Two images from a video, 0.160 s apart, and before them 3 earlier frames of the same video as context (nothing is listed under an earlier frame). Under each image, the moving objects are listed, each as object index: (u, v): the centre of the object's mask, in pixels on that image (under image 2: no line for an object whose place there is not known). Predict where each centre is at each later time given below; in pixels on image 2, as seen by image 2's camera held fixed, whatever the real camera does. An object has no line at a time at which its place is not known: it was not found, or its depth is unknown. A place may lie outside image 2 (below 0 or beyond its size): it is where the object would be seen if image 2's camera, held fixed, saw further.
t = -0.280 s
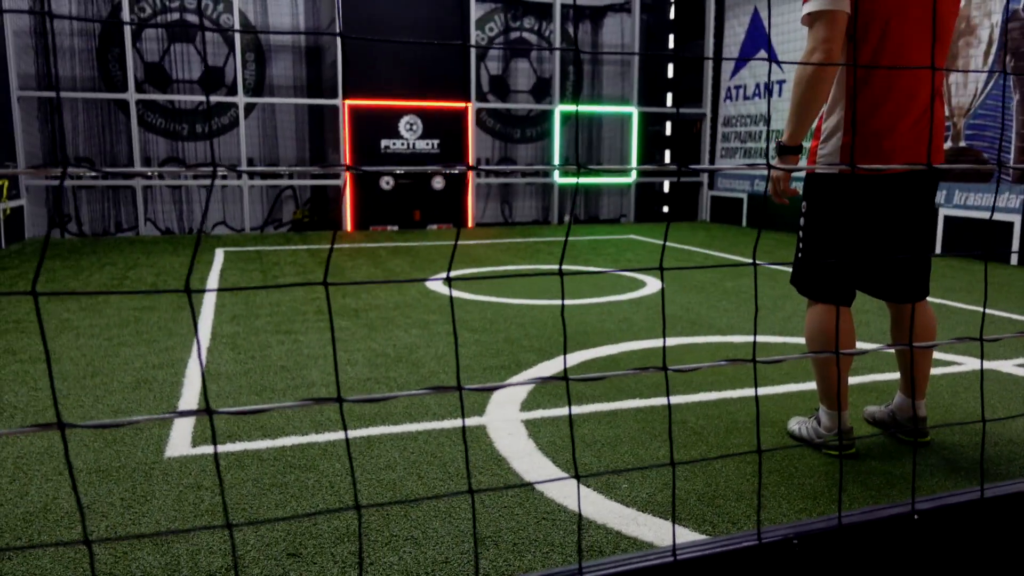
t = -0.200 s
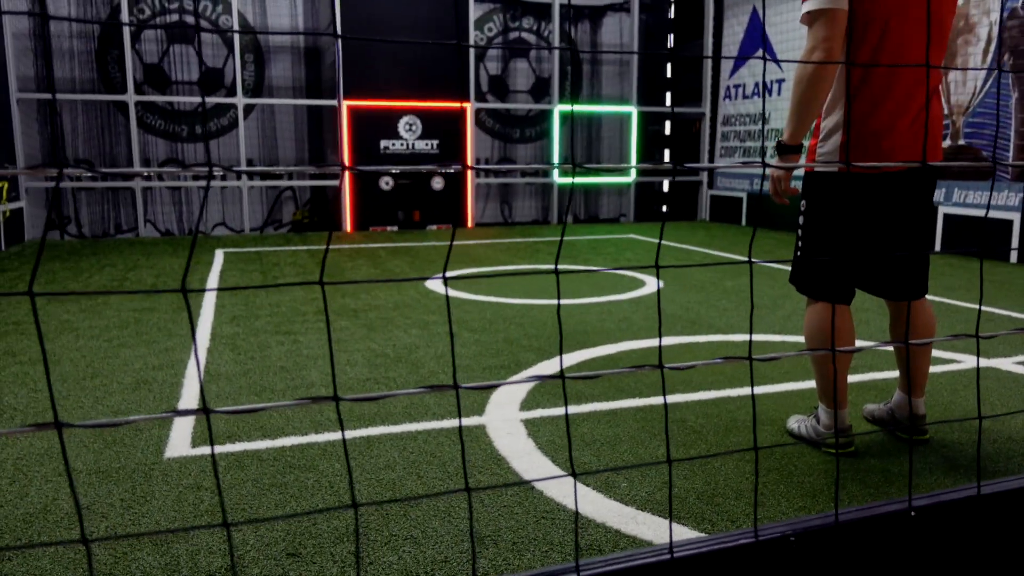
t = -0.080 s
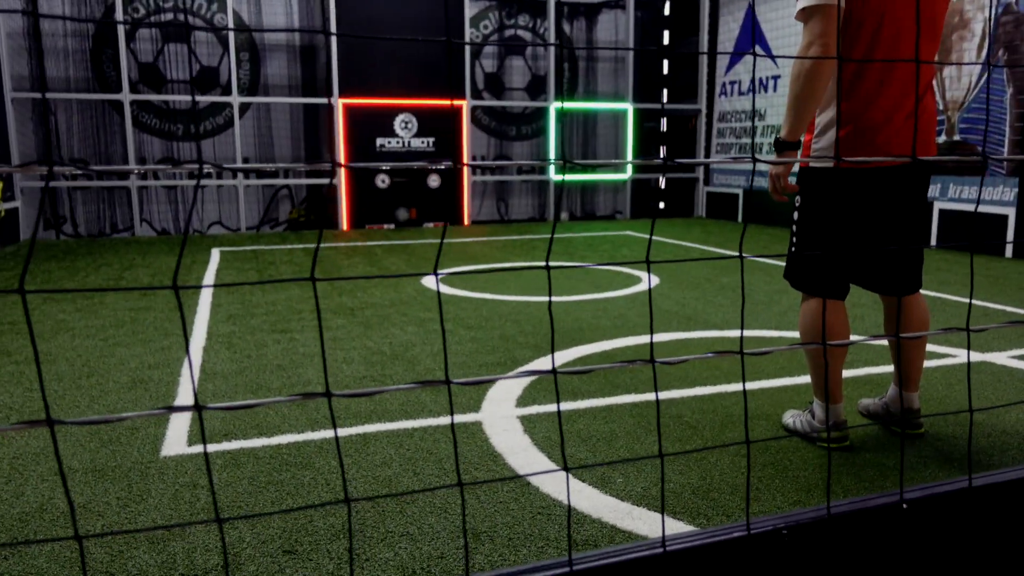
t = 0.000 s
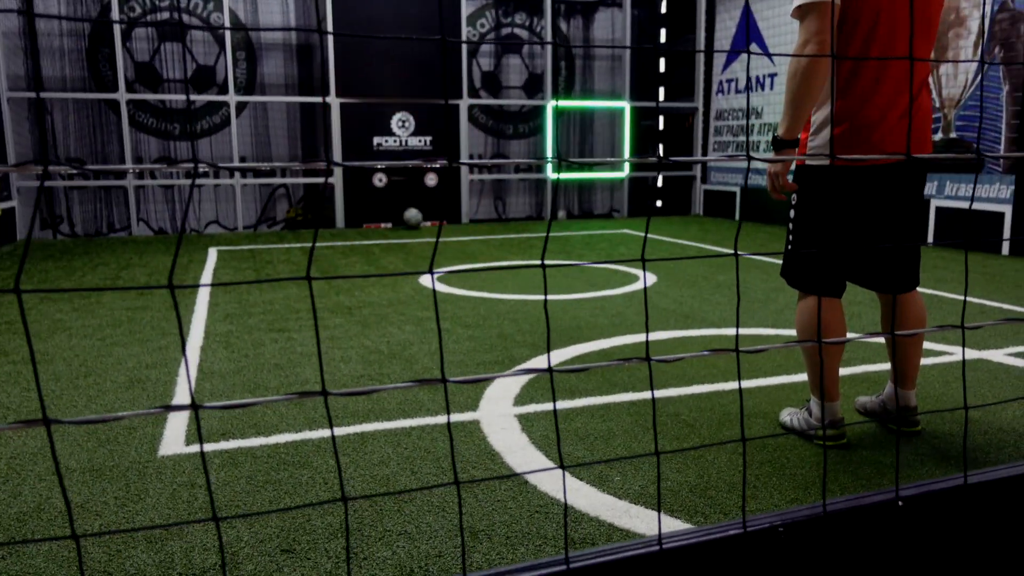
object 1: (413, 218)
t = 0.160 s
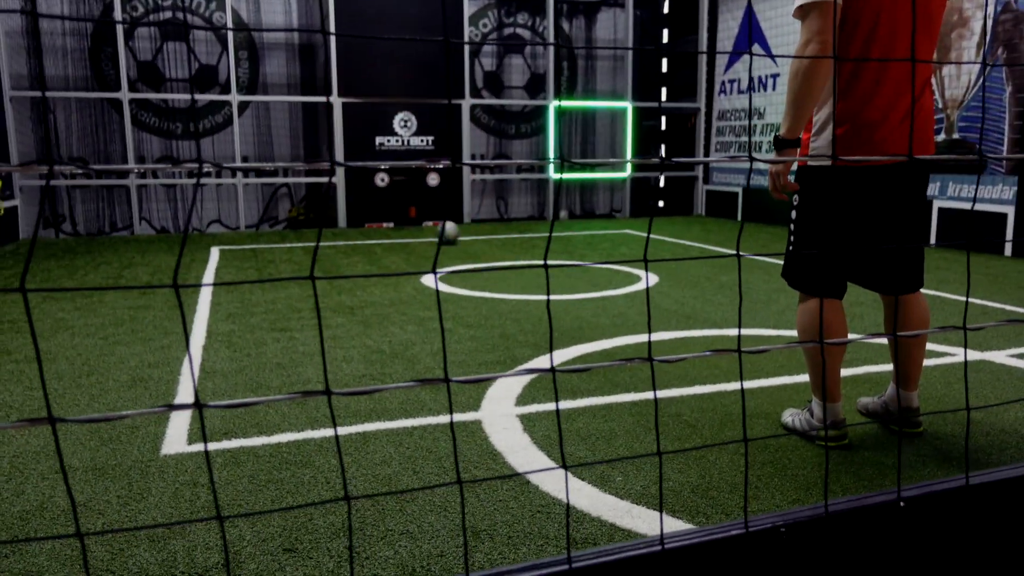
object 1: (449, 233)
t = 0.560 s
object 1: (567, 281)
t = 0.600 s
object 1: (583, 290)
